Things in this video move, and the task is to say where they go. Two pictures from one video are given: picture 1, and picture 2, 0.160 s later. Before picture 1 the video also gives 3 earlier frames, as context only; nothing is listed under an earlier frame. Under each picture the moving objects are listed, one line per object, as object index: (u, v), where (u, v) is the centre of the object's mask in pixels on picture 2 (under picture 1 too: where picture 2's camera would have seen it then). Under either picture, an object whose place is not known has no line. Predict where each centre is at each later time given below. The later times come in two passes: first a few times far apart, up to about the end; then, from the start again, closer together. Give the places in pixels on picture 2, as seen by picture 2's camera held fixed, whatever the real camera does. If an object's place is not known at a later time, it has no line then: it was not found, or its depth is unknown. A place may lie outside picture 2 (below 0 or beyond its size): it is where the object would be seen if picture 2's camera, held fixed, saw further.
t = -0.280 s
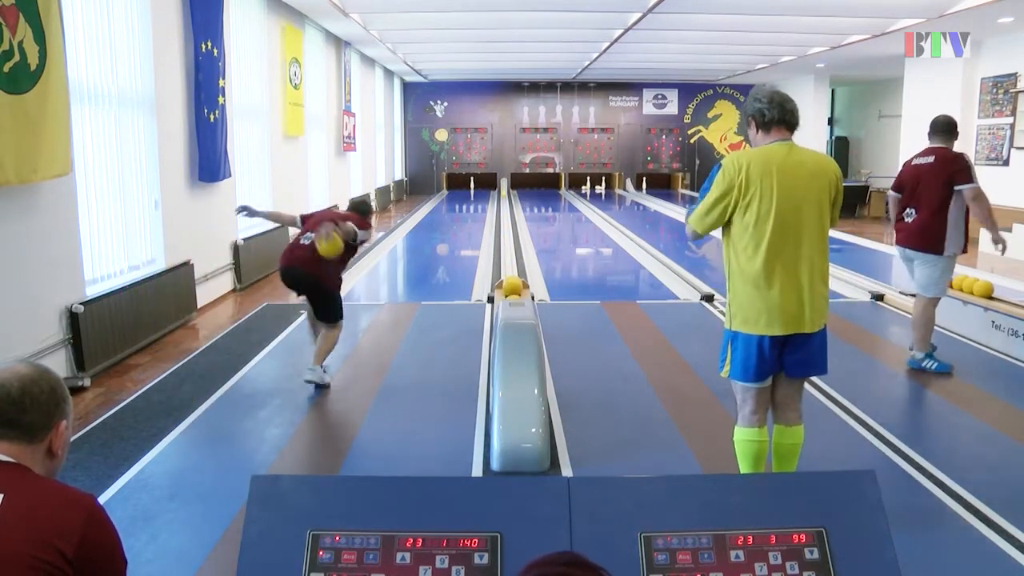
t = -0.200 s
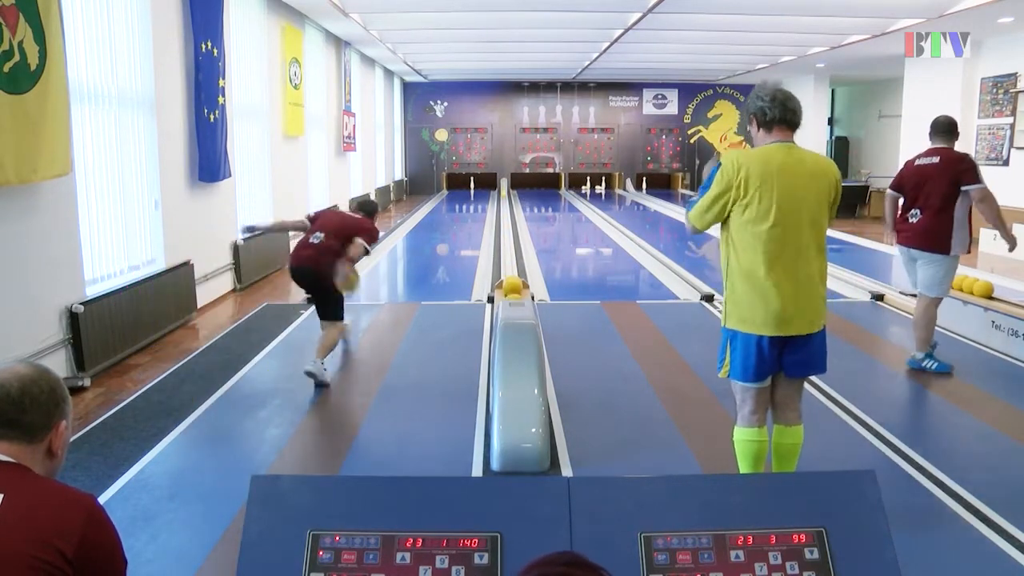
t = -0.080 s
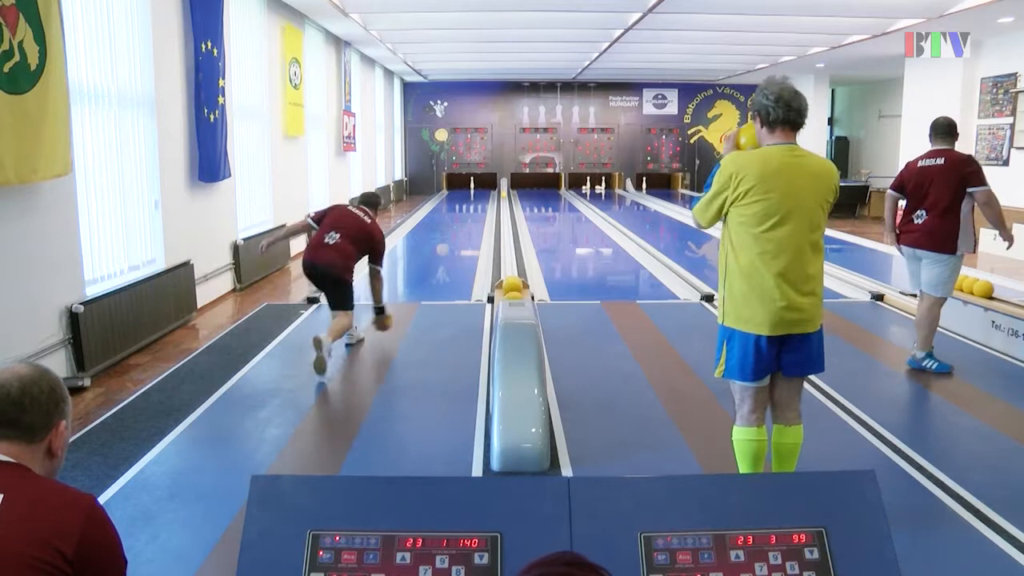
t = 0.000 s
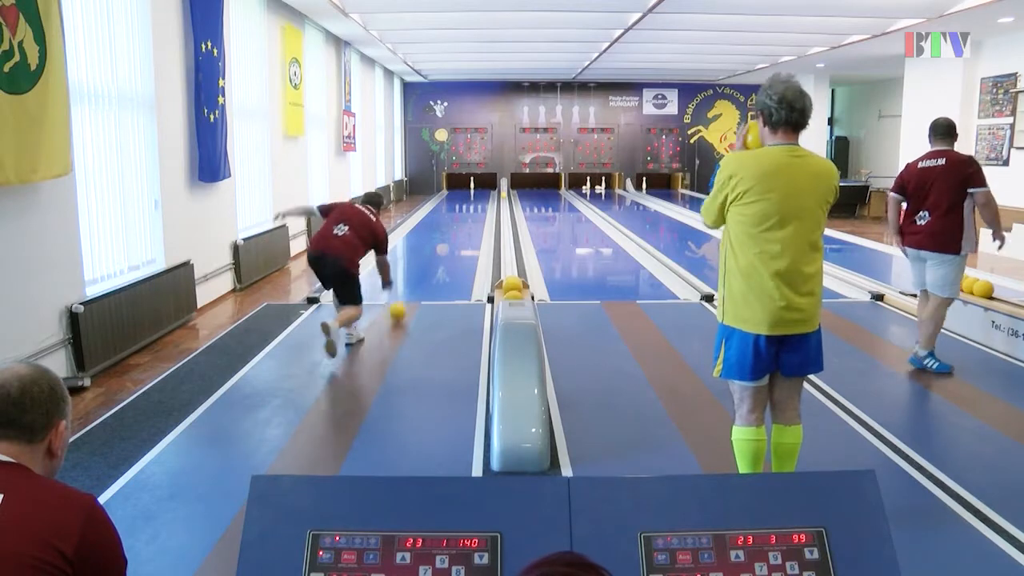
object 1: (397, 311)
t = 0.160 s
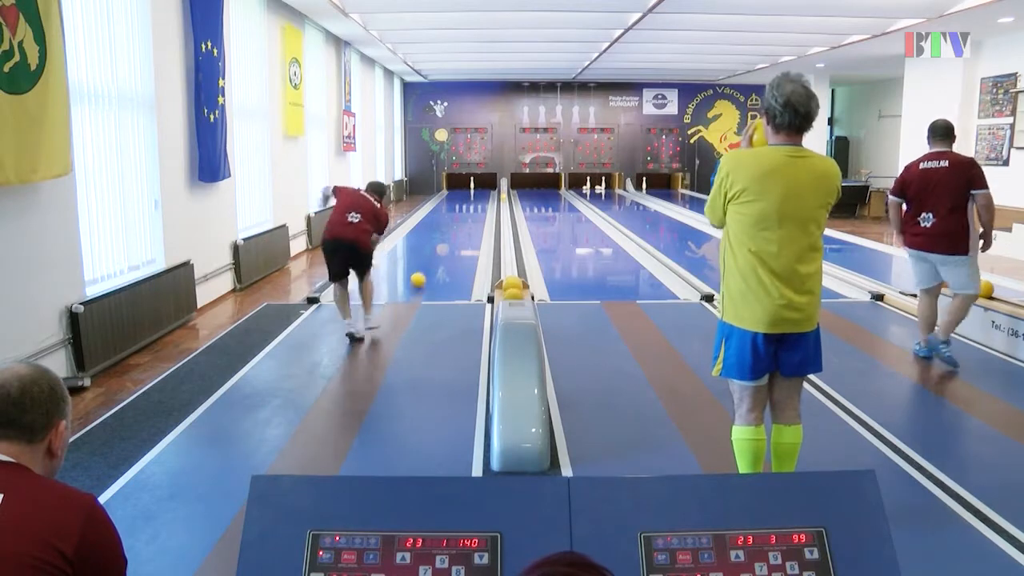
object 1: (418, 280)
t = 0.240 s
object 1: (425, 268)
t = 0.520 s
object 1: (443, 239)
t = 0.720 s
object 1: (452, 226)
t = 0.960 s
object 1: (460, 215)
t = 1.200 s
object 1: (465, 206)
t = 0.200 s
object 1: (421, 274)
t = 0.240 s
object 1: (425, 268)
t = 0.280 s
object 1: (428, 263)
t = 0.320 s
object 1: (431, 258)
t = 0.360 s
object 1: (434, 255)
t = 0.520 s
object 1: (443, 239)
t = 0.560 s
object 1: (445, 237)
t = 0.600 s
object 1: (447, 234)
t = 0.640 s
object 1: (449, 232)
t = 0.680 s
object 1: (451, 229)
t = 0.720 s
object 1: (452, 226)
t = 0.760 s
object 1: (454, 224)
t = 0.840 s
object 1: (456, 220)
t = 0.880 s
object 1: (457, 218)
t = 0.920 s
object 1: (459, 216)
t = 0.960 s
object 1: (460, 215)
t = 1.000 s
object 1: (461, 213)
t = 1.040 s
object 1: (462, 212)
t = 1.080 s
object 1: (463, 210)
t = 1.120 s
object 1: (464, 209)
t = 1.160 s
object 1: (464, 207)
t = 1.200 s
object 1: (465, 206)
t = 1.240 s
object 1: (466, 205)
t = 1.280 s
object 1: (467, 204)
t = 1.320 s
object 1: (467, 203)
